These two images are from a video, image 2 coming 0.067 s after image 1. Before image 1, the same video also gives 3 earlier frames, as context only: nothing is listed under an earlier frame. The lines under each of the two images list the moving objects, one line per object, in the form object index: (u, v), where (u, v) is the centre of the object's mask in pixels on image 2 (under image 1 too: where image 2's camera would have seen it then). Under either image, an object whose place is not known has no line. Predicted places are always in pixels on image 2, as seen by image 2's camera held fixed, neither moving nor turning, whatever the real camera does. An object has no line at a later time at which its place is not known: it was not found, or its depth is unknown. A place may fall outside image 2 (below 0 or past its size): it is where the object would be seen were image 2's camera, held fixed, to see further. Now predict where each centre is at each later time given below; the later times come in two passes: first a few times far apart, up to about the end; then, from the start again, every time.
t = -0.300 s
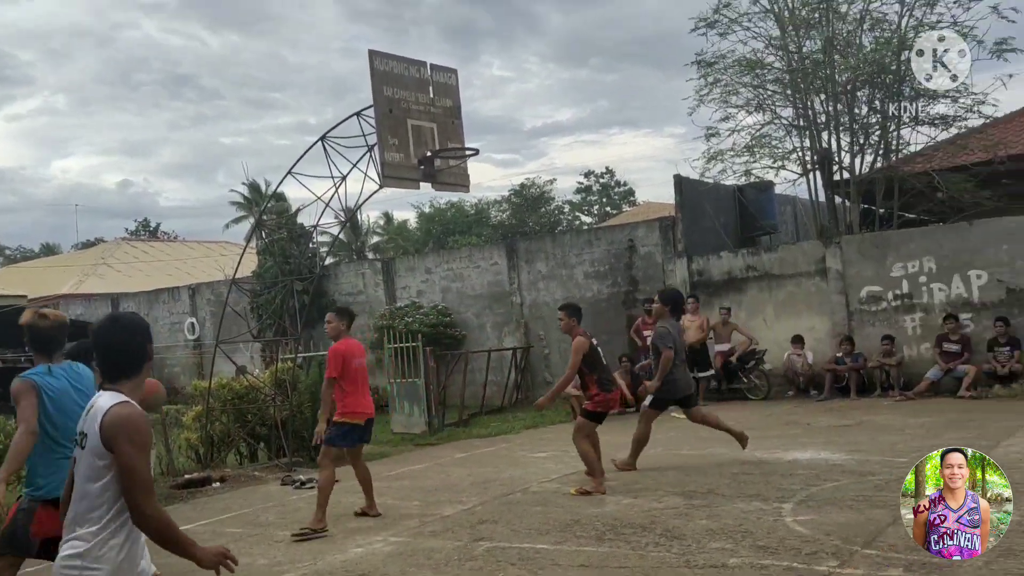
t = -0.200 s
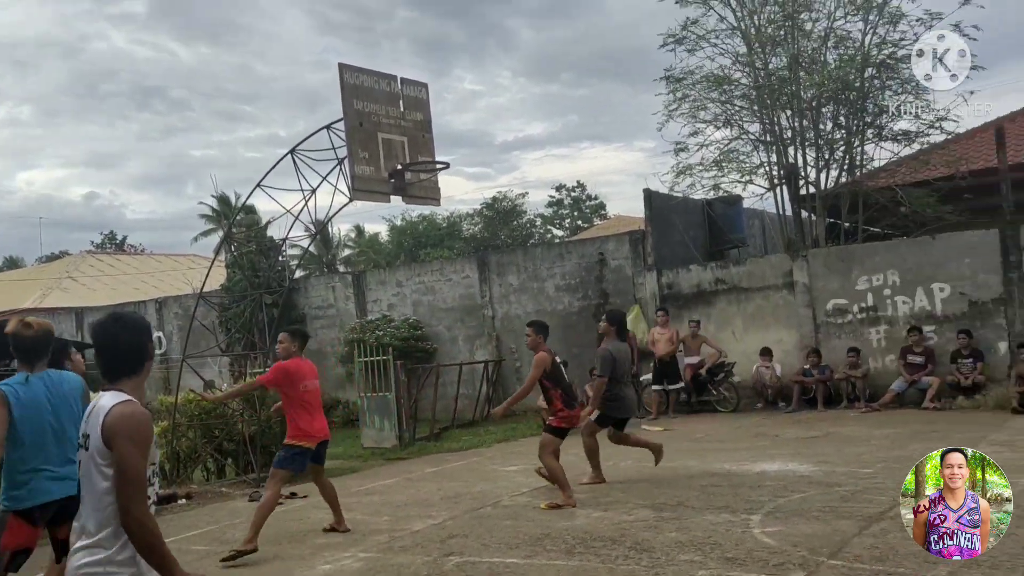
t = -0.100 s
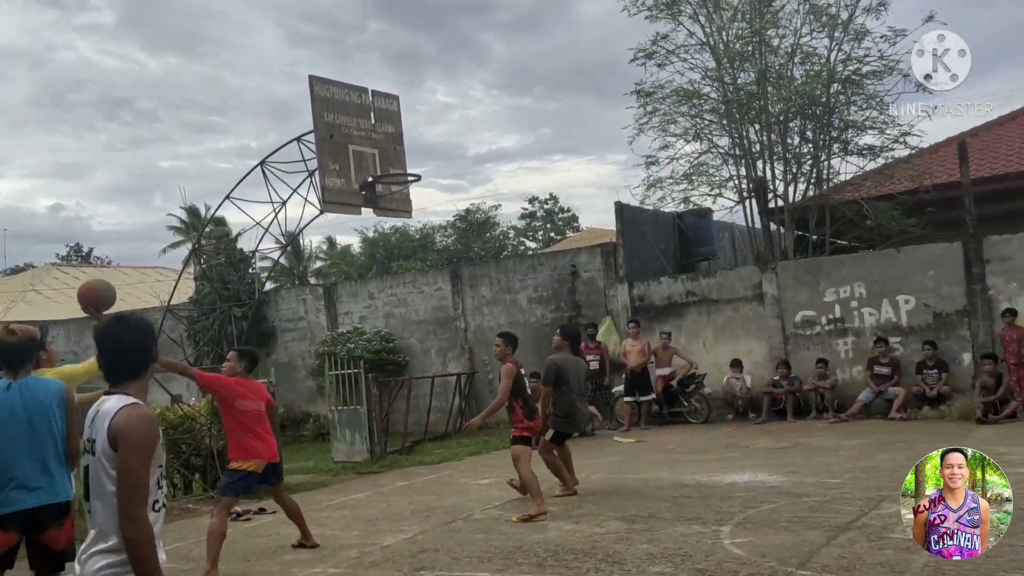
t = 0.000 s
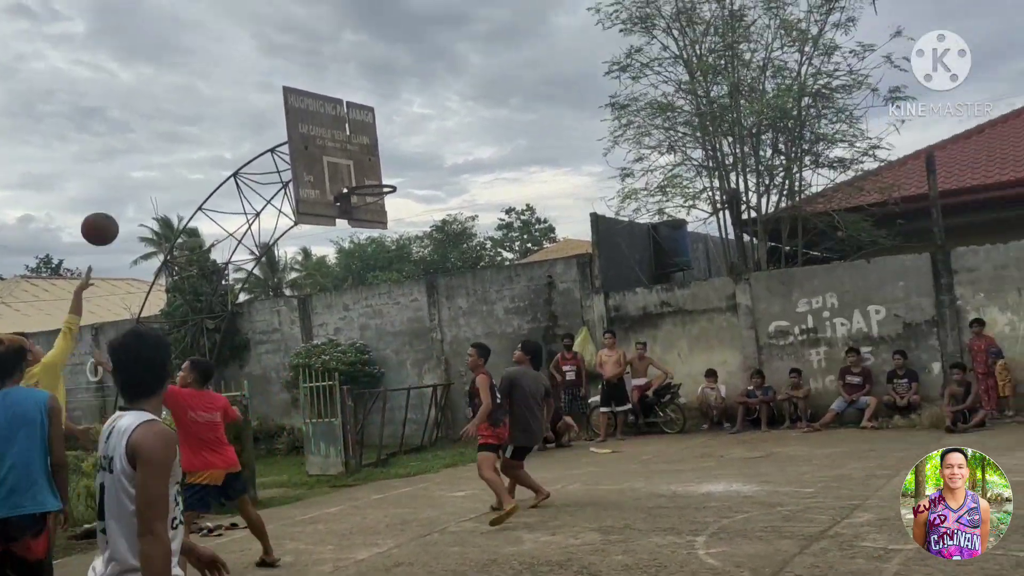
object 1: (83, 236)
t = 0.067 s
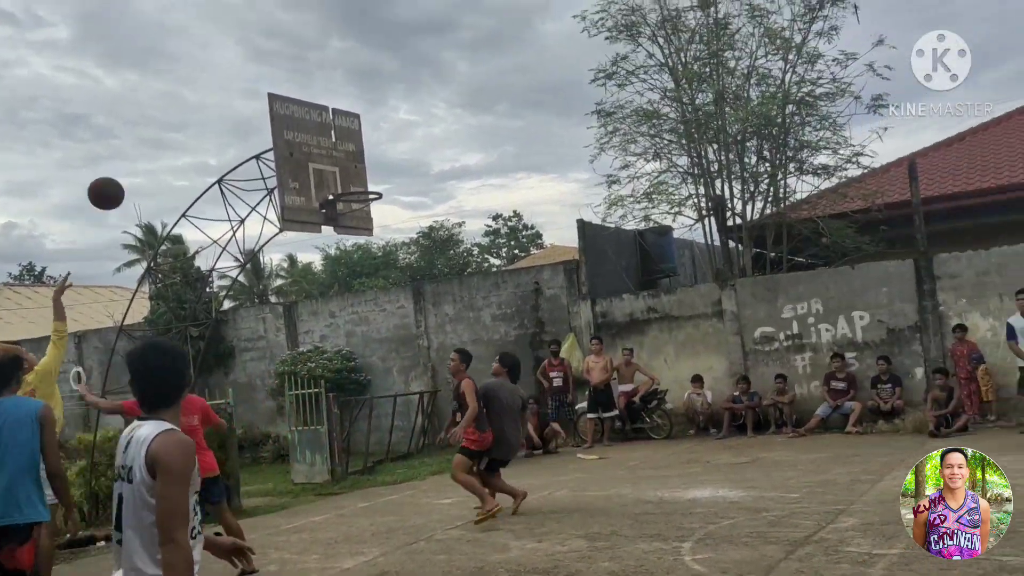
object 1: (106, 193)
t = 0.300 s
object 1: (181, 102)
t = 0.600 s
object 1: (268, 92)
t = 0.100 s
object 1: (117, 175)
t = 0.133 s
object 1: (128, 158)
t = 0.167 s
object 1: (139, 144)
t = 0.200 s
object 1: (150, 131)
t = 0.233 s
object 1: (160, 119)
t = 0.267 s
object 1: (171, 110)
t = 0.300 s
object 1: (181, 102)
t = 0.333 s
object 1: (191, 95)
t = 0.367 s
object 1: (201, 90)
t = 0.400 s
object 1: (211, 87)
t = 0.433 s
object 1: (221, 85)
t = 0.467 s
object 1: (231, 84)
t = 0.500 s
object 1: (240, 84)
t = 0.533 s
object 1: (250, 85)
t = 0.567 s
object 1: (259, 88)
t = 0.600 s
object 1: (268, 92)
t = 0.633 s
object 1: (277, 97)
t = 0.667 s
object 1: (286, 103)
